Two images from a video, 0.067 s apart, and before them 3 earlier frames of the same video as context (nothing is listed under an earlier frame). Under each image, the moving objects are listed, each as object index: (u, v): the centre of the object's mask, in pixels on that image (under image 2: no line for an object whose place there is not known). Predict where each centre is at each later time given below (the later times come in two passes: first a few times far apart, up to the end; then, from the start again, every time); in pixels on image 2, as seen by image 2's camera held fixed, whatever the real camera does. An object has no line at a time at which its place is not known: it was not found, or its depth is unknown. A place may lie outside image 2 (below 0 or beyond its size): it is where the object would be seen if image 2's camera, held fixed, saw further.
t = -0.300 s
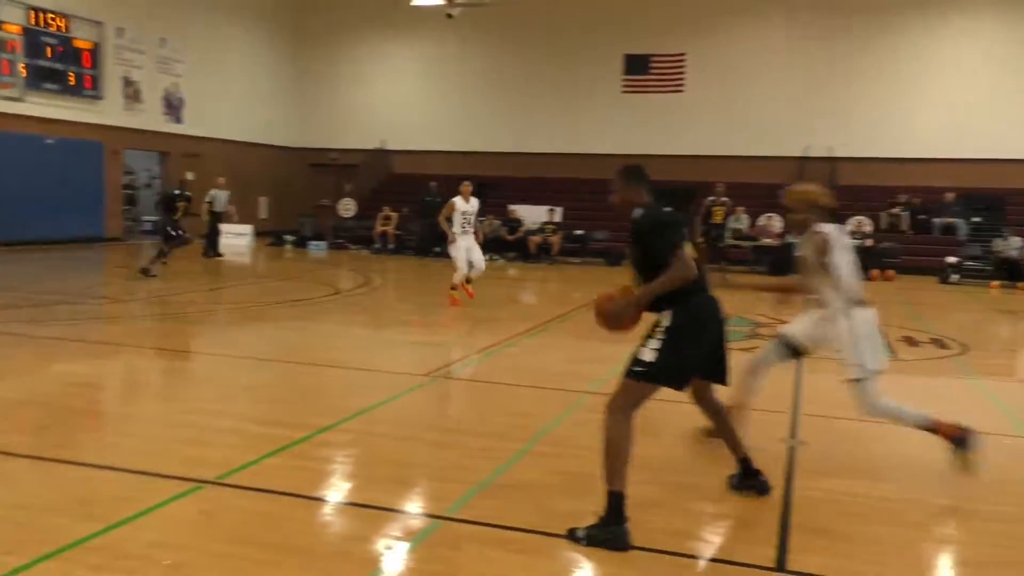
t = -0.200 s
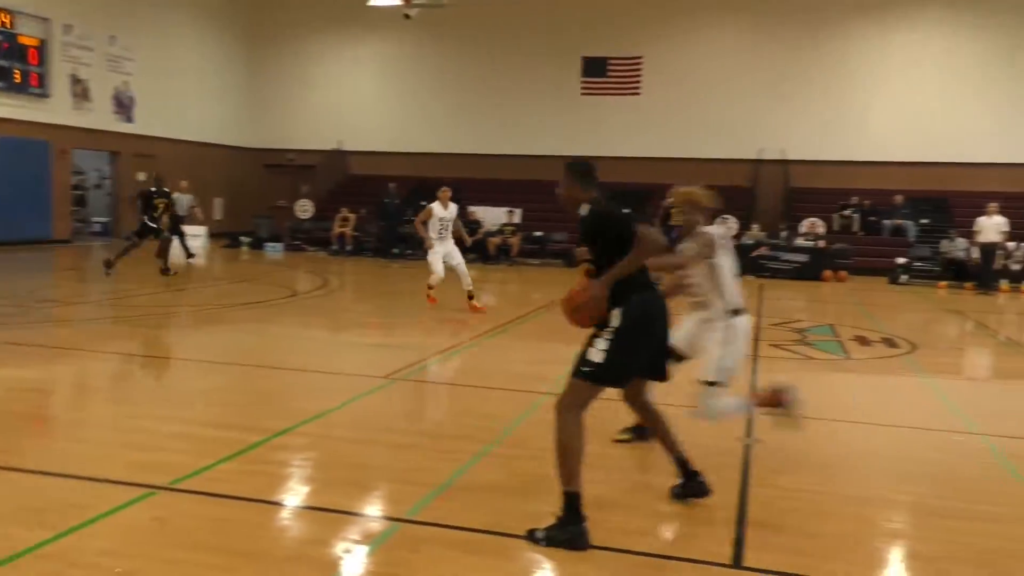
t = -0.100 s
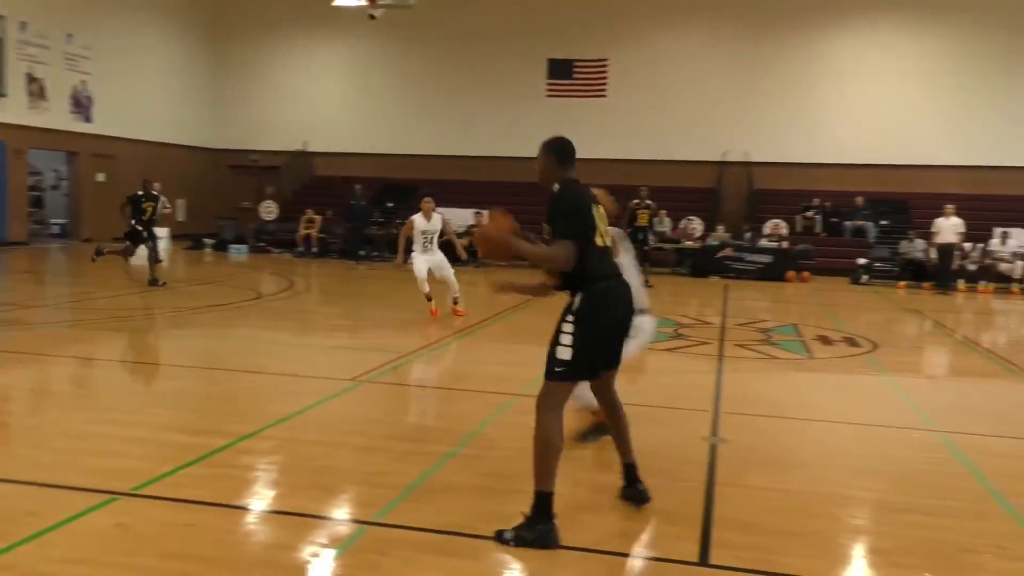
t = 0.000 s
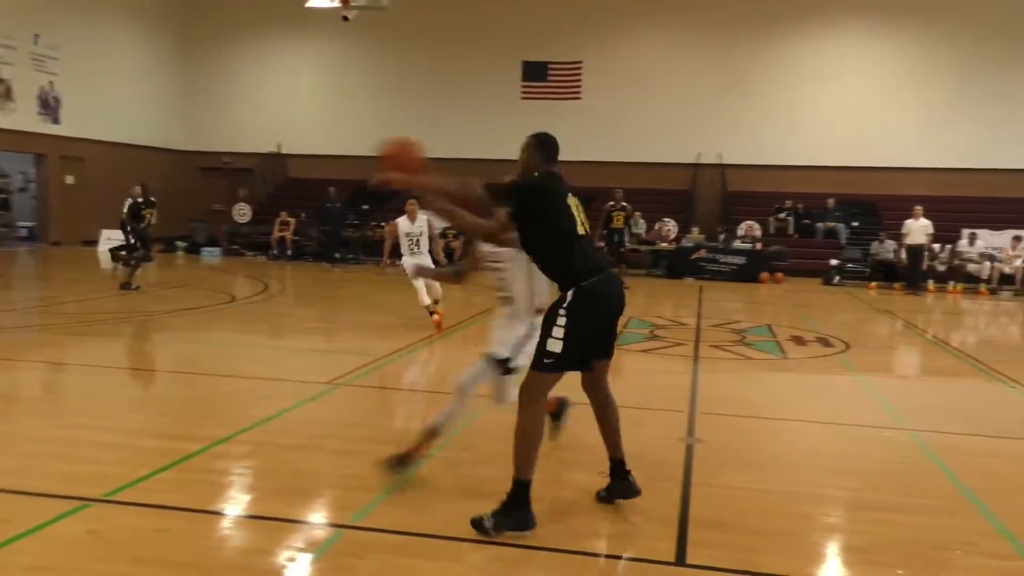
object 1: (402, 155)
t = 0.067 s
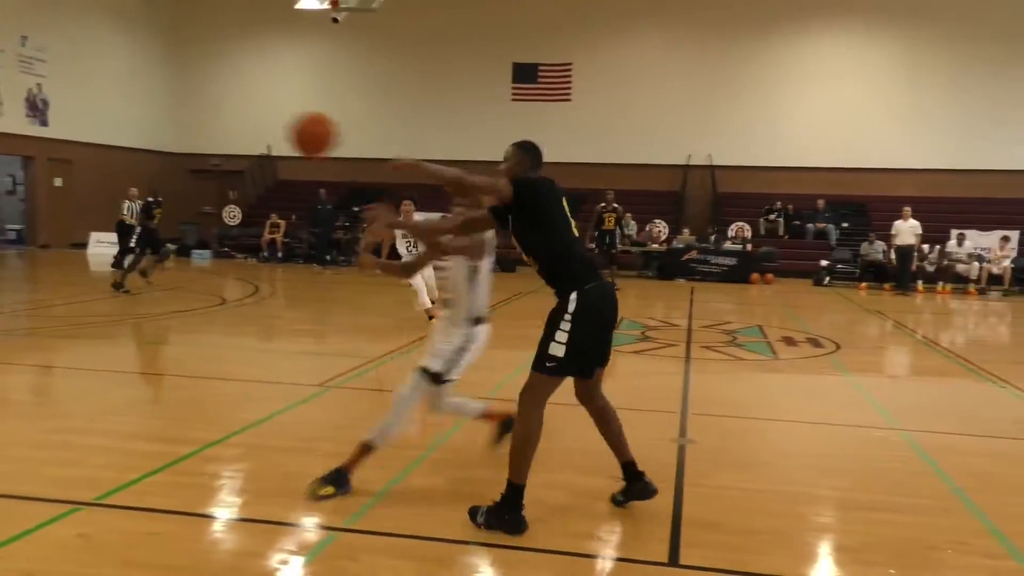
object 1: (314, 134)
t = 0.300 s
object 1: (72, 108)
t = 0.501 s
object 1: (-98, 156)
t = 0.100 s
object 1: (275, 124)
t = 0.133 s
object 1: (239, 117)
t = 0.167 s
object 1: (204, 112)
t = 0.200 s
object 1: (170, 108)
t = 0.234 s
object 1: (136, 106)
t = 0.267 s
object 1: (103, 106)
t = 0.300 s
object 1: (72, 108)
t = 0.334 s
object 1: (40, 112)
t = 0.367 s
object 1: (10, 117)
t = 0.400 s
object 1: (-18, 126)
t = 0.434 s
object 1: (-46, 135)
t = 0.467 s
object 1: (-71, 145)
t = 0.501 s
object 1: (-98, 156)
